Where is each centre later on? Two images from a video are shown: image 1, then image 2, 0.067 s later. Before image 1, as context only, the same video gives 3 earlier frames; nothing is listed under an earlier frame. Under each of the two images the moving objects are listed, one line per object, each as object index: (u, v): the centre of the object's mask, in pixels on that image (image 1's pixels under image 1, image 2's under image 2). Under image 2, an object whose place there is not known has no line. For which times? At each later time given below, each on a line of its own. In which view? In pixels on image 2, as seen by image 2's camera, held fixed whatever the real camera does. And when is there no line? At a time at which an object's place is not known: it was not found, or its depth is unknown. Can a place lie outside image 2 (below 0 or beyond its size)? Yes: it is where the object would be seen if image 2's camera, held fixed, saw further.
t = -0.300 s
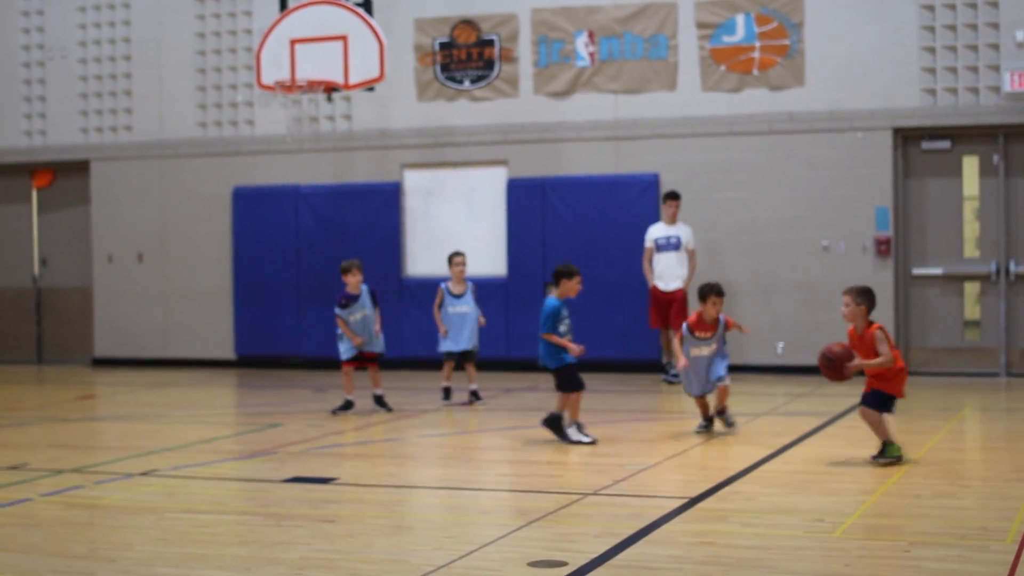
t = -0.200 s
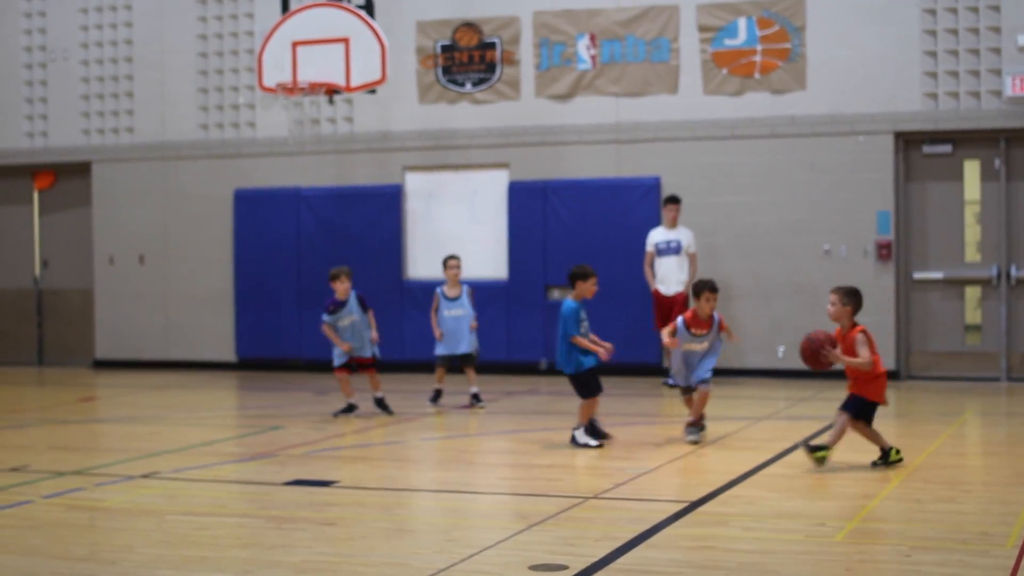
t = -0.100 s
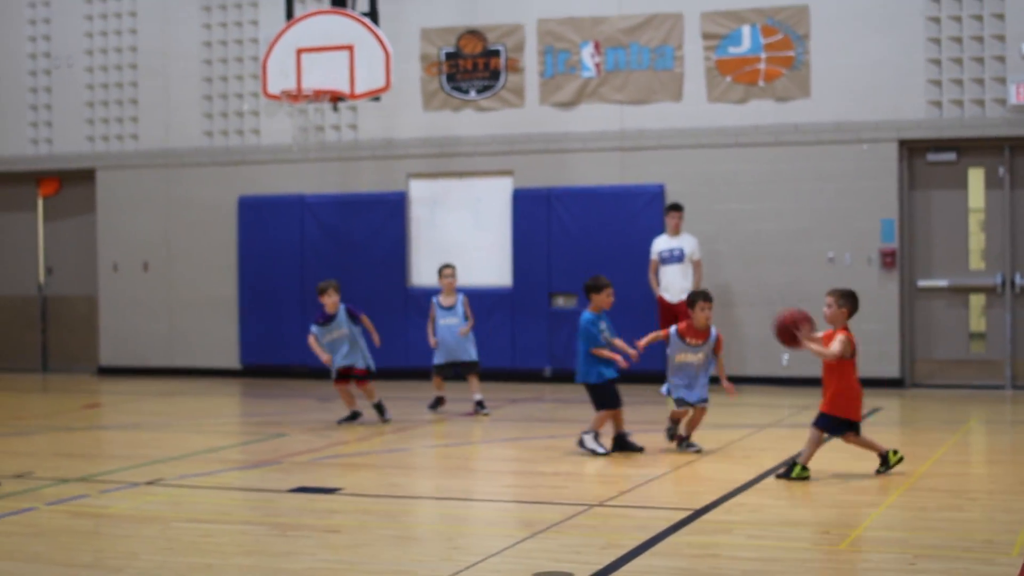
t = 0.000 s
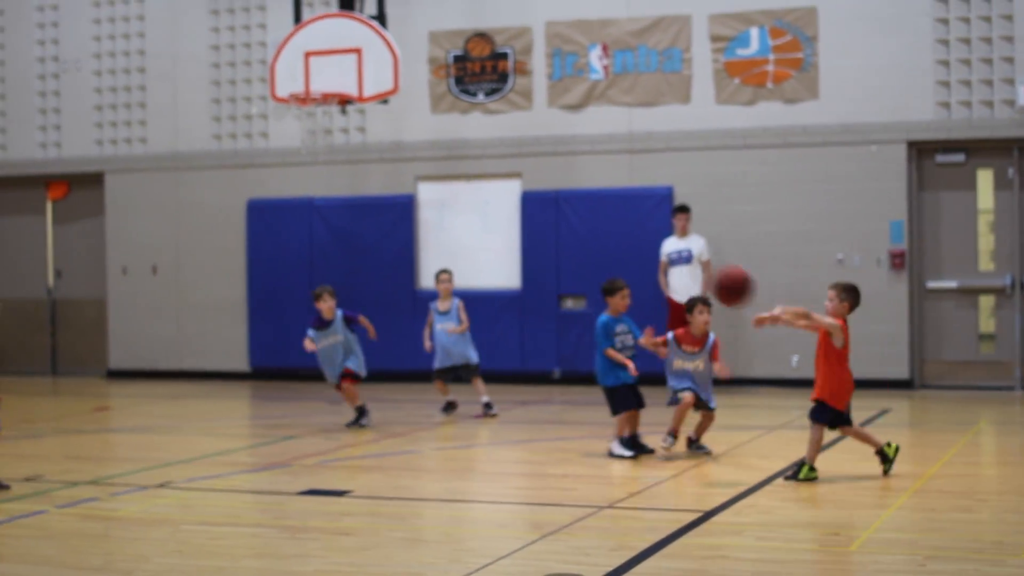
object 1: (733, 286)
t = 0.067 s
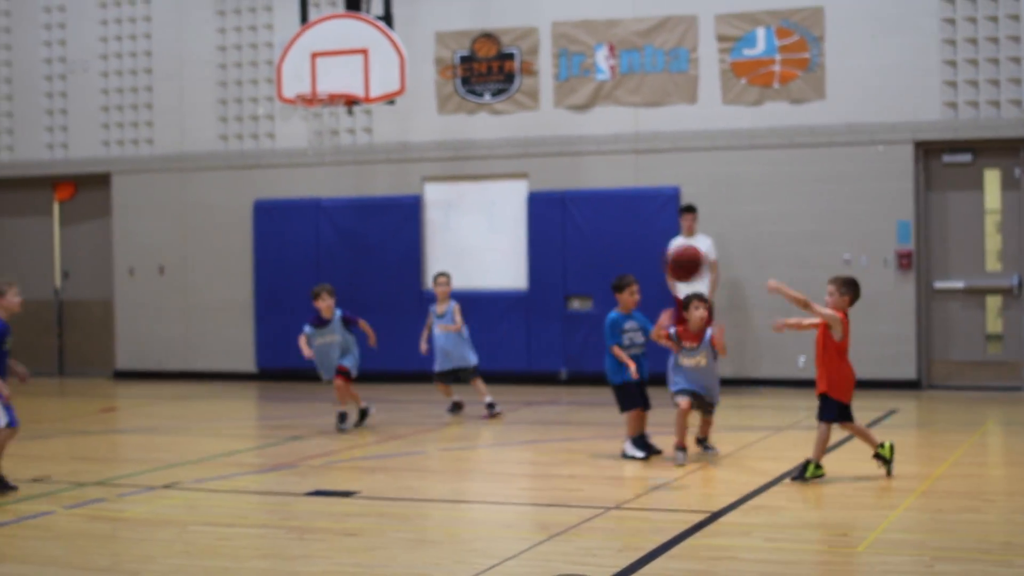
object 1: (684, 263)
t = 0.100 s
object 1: (656, 253)
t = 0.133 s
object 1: (631, 246)
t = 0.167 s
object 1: (603, 241)
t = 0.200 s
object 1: (576, 237)
